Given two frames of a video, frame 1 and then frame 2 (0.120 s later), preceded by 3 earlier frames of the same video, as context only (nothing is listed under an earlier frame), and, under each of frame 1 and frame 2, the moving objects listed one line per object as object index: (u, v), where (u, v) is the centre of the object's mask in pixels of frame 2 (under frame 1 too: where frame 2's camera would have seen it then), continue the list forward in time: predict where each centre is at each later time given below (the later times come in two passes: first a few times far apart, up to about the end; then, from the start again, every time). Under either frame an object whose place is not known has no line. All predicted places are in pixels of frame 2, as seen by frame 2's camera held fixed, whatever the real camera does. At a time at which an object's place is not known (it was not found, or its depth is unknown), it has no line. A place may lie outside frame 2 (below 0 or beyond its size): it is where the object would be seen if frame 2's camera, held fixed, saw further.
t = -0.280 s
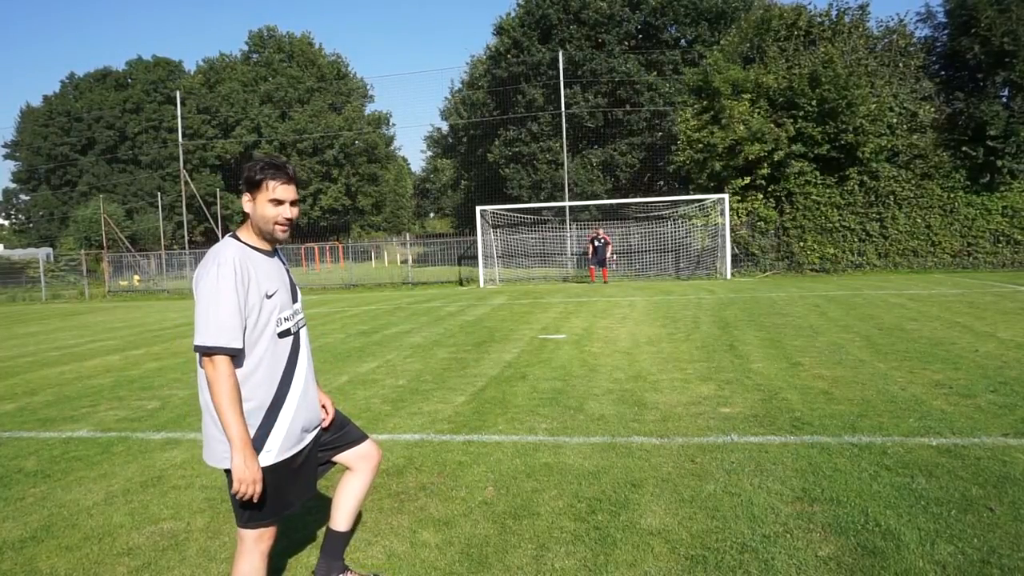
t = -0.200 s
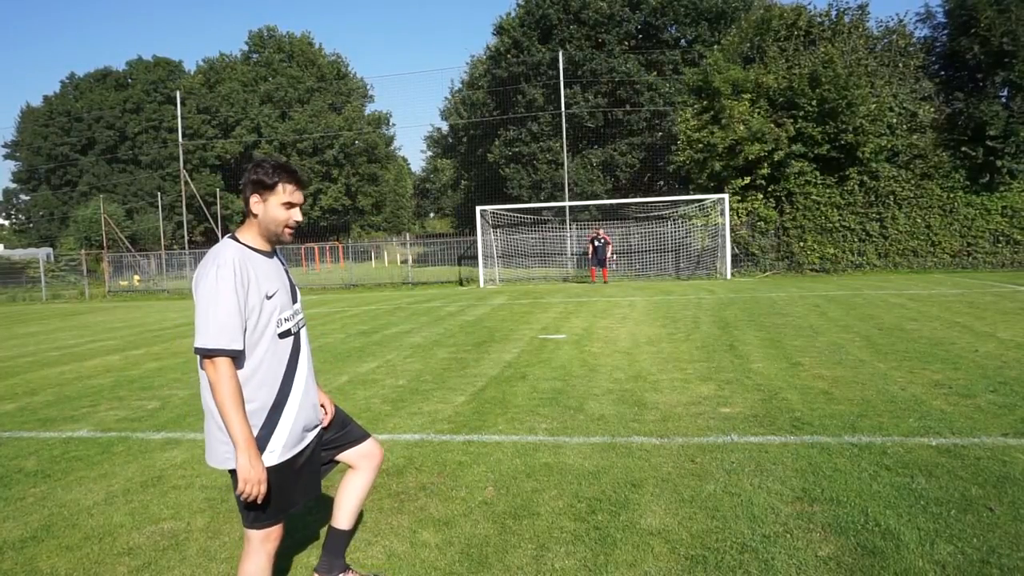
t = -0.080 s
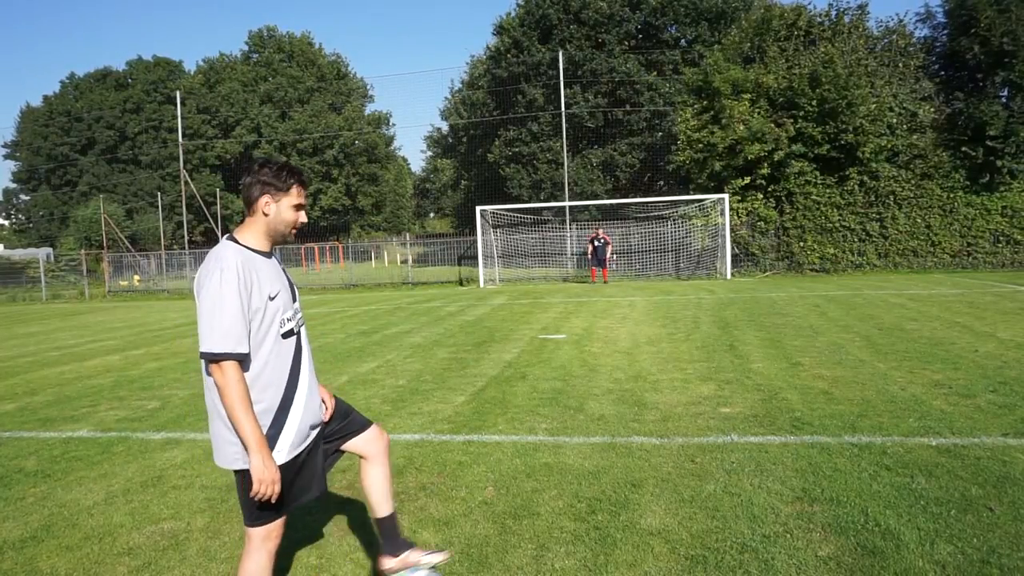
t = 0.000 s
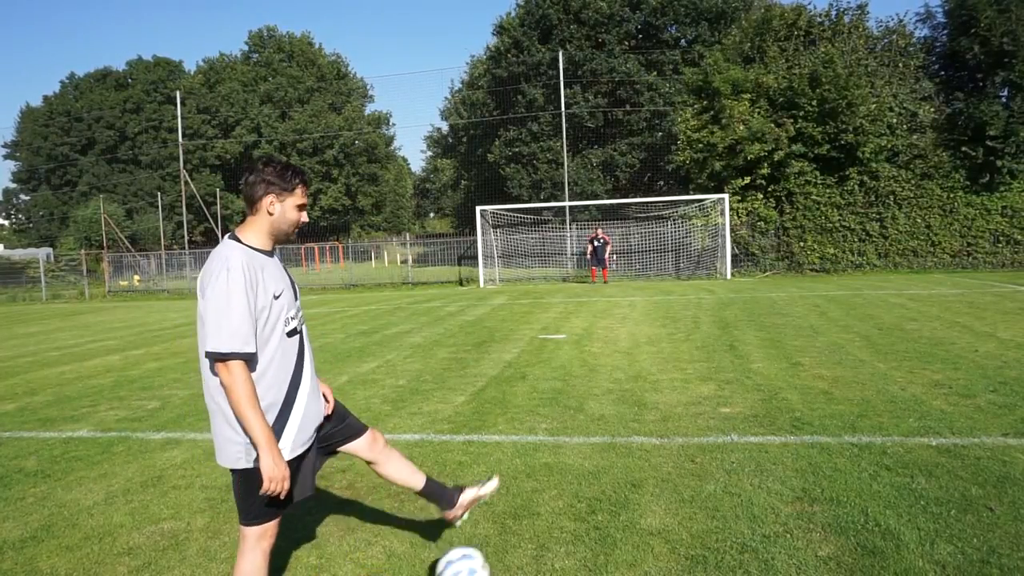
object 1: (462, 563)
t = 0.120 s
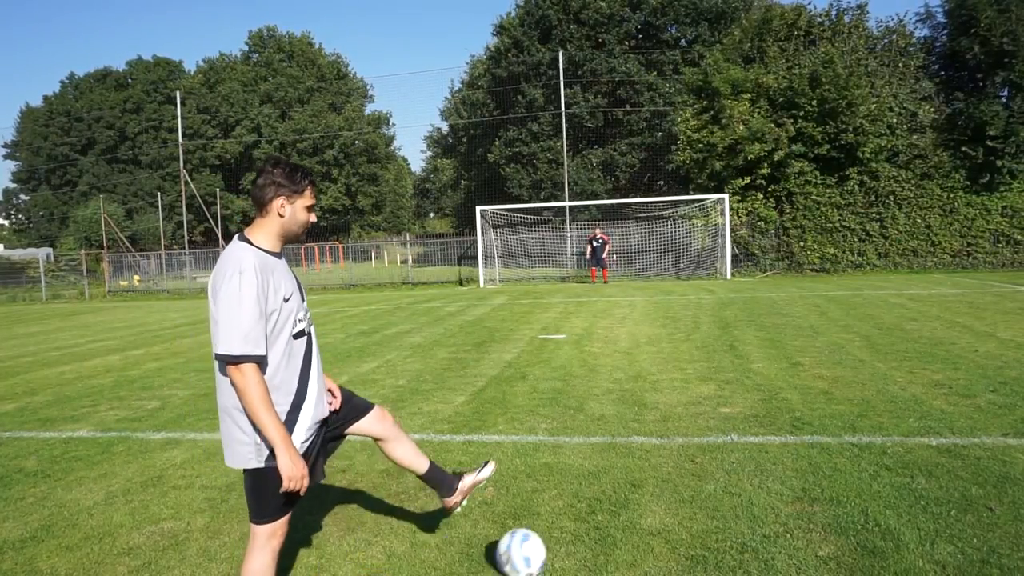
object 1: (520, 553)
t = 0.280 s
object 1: (585, 532)
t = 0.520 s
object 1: (661, 503)
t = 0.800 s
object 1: (723, 474)
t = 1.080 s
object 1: (764, 455)
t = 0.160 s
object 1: (538, 547)
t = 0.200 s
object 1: (554, 541)
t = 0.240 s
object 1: (570, 536)
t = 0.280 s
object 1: (585, 532)
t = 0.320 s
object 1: (599, 526)
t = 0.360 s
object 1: (612, 519)
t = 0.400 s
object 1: (625, 513)
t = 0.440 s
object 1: (637, 510)
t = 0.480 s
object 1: (649, 507)
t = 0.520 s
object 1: (661, 503)
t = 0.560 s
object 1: (671, 498)
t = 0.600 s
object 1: (681, 494)
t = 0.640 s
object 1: (690, 490)
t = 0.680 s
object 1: (700, 486)
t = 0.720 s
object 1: (708, 482)
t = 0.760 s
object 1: (716, 478)
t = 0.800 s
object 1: (723, 474)
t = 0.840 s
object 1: (730, 471)
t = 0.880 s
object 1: (737, 468)
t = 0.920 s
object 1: (743, 466)
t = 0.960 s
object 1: (749, 464)
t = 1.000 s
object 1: (754, 461)
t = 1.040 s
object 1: (760, 459)
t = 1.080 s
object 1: (764, 455)
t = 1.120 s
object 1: (769, 452)
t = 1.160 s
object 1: (774, 449)
